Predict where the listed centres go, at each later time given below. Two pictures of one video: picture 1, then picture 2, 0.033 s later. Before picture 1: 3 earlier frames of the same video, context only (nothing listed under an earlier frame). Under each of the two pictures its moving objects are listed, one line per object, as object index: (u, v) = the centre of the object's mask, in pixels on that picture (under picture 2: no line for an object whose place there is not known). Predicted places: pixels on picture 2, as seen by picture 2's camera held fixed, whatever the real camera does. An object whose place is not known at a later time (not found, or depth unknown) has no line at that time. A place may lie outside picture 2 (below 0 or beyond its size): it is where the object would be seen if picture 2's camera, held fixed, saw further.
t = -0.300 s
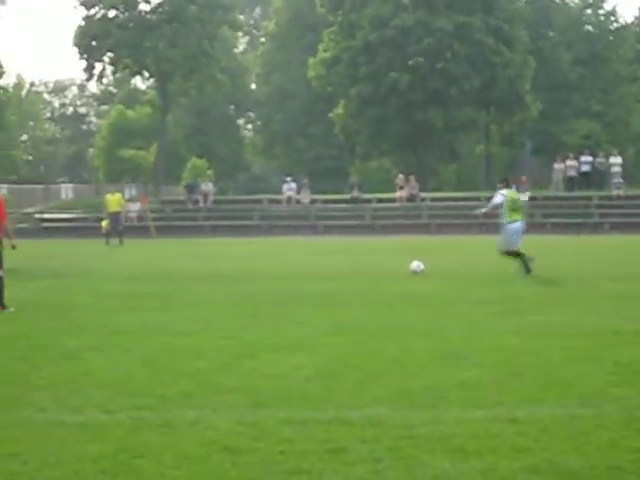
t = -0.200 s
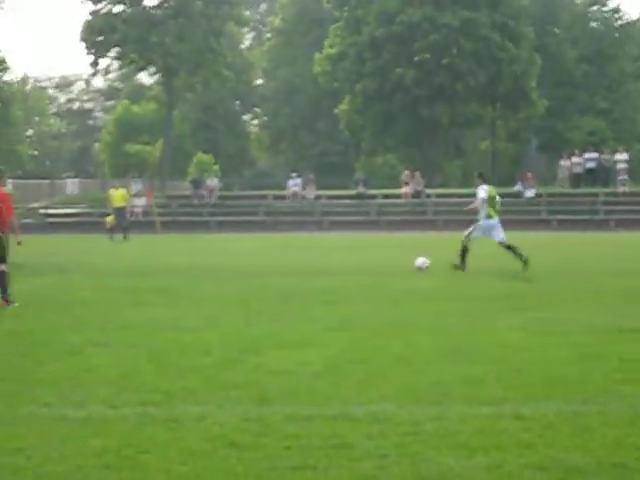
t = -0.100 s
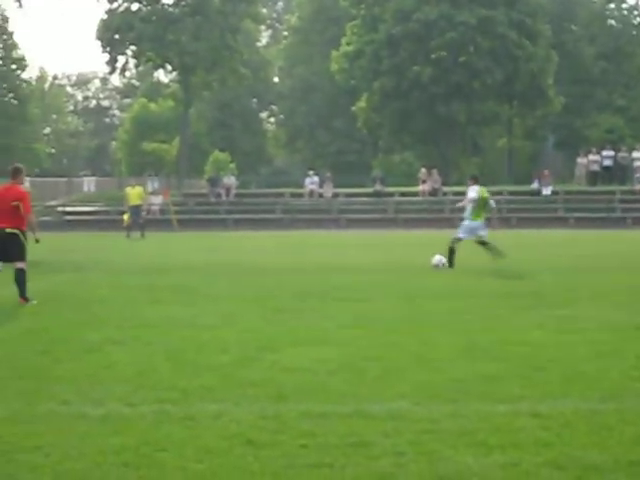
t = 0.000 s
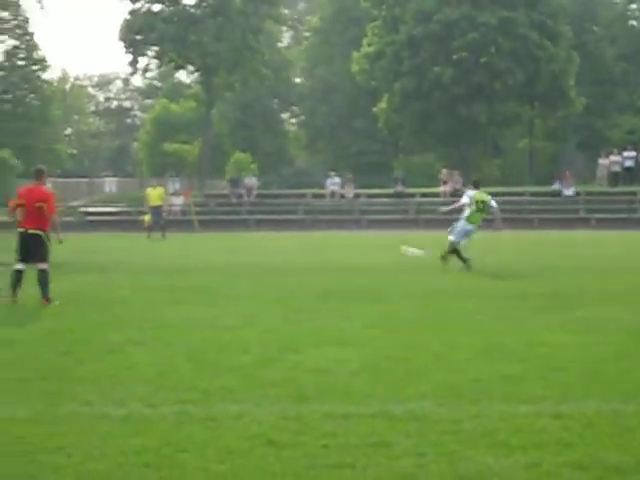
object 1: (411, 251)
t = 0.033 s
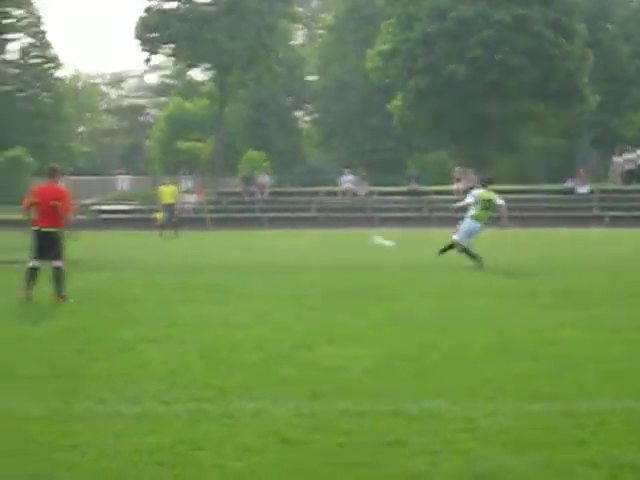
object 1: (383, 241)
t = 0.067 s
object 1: (340, 235)
